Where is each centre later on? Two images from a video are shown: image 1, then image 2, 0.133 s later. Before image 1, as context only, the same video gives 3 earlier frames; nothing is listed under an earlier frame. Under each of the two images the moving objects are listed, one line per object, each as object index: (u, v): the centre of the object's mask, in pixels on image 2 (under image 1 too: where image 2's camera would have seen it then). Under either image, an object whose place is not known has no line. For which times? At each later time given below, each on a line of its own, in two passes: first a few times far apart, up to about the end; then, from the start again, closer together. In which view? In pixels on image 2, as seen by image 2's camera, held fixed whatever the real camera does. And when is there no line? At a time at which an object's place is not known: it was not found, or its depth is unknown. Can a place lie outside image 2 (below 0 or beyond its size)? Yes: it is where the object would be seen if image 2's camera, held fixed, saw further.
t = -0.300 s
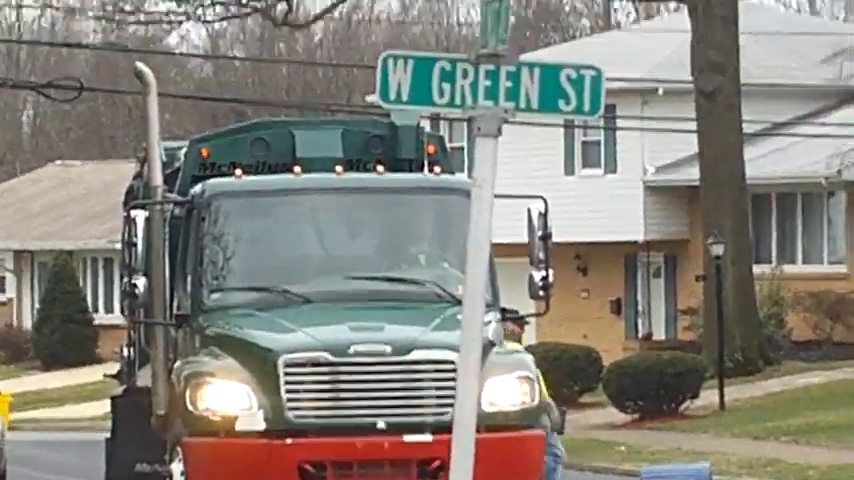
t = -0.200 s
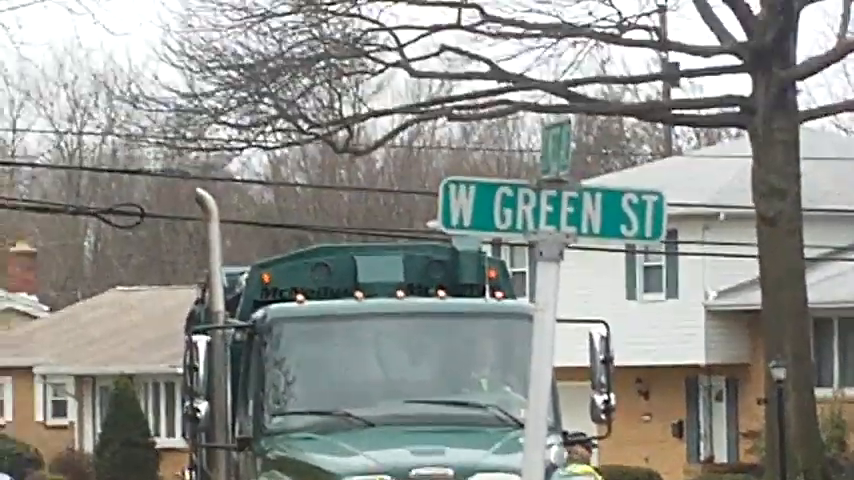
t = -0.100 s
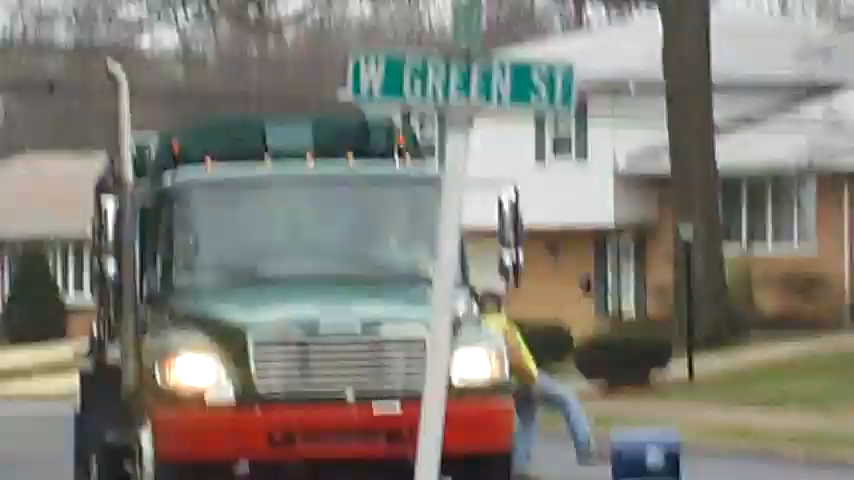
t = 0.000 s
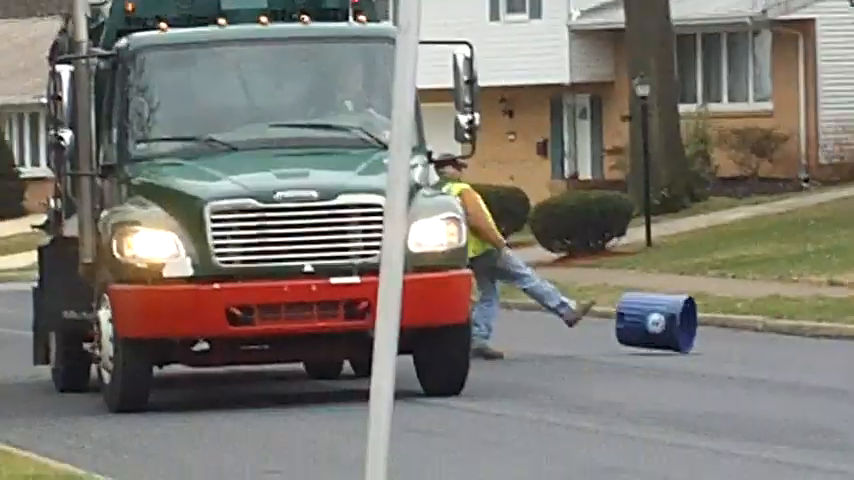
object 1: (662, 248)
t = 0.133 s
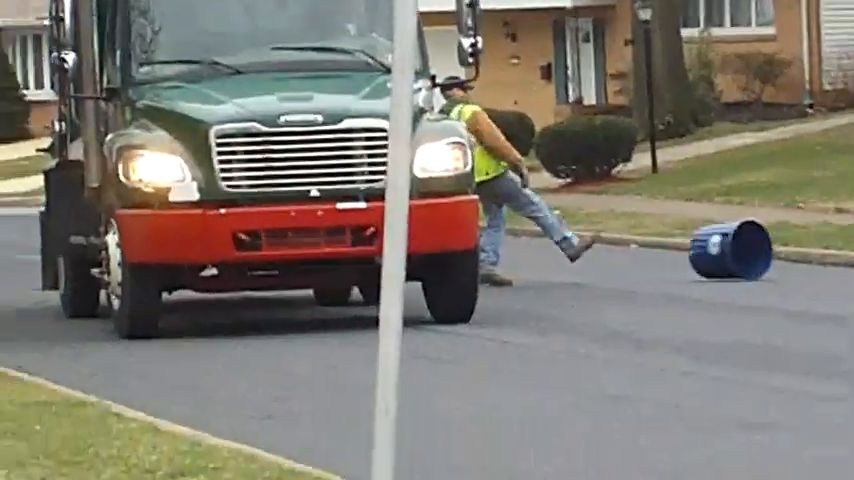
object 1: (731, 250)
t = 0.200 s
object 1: (759, 250)
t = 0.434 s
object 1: (830, 244)
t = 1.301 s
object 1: (946, 249)
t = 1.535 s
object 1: (946, 249)
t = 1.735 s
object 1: (947, 251)
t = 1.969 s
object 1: (950, 251)
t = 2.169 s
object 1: (953, 252)
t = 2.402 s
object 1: (956, 252)
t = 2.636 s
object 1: (959, 251)
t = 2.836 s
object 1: (959, 251)
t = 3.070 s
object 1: (956, 252)
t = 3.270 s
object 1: (954, 252)
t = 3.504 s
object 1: (953, 252)
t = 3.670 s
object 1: (955, 249)
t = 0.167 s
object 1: (744, 250)
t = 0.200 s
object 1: (759, 250)
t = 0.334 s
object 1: (798, 243)
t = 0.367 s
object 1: (810, 244)
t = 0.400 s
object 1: (820, 243)
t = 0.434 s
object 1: (830, 244)
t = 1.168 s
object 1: (946, 249)
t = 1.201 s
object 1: (946, 249)
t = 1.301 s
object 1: (946, 249)
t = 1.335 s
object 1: (946, 249)
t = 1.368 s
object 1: (946, 249)
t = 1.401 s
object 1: (946, 249)
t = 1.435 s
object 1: (946, 248)
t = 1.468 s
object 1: (946, 249)
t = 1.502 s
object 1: (946, 249)
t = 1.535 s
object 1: (946, 249)
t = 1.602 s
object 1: (946, 250)
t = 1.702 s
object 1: (947, 251)
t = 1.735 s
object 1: (947, 251)
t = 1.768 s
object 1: (948, 251)
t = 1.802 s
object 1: (949, 251)
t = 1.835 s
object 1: (949, 251)
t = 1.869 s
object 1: (949, 251)
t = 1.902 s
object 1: (949, 251)
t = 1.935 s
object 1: (950, 251)
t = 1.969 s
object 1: (950, 251)
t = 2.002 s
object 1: (950, 251)
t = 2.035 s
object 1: (950, 252)
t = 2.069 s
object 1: (951, 251)
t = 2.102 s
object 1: (952, 251)
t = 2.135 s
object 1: (953, 252)
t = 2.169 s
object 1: (953, 252)
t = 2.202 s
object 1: (954, 251)
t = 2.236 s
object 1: (955, 251)
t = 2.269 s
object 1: (955, 251)
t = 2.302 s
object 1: (954, 252)
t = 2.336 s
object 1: (955, 251)
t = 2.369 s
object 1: (956, 251)
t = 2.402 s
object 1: (956, 252)
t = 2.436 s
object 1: (957, 252)
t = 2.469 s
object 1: (957, 252)
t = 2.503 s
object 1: (957, 251)
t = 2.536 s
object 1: (958, 251)
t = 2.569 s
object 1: (958, 251)
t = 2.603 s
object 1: (959, 251)
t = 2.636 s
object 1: (959, 251)
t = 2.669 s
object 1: (960, 250)
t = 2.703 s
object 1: (960, 251)
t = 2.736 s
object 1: (960, 251)
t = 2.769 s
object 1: (960, 251)
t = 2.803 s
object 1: (960, 250)
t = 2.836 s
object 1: (959, 251)
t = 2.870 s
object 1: (959, 252)
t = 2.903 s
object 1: (959, 252)
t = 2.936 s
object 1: (958, 253)
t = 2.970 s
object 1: (958, 253)
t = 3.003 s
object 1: (957, 252)
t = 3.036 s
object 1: (957, 252)
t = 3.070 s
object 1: (956, 252)
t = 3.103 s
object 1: (956, 251)
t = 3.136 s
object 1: (956, 251)
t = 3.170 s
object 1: (956, 251)
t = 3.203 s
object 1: (956, 252)
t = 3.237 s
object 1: (955, 252)
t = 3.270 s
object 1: (954, 252)
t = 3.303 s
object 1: (954, 252)
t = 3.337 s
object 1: (954, 252)
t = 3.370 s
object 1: (954, 252)
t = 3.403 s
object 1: (953, 252)
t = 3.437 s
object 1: (953, 252)
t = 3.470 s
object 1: (953, 252)
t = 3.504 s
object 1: (953, 252)
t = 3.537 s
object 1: (953, 251)
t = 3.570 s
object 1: (954, 251)
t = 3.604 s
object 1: (953, 252)
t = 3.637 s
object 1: (953, 252)
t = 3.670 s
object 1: (955, 249)
